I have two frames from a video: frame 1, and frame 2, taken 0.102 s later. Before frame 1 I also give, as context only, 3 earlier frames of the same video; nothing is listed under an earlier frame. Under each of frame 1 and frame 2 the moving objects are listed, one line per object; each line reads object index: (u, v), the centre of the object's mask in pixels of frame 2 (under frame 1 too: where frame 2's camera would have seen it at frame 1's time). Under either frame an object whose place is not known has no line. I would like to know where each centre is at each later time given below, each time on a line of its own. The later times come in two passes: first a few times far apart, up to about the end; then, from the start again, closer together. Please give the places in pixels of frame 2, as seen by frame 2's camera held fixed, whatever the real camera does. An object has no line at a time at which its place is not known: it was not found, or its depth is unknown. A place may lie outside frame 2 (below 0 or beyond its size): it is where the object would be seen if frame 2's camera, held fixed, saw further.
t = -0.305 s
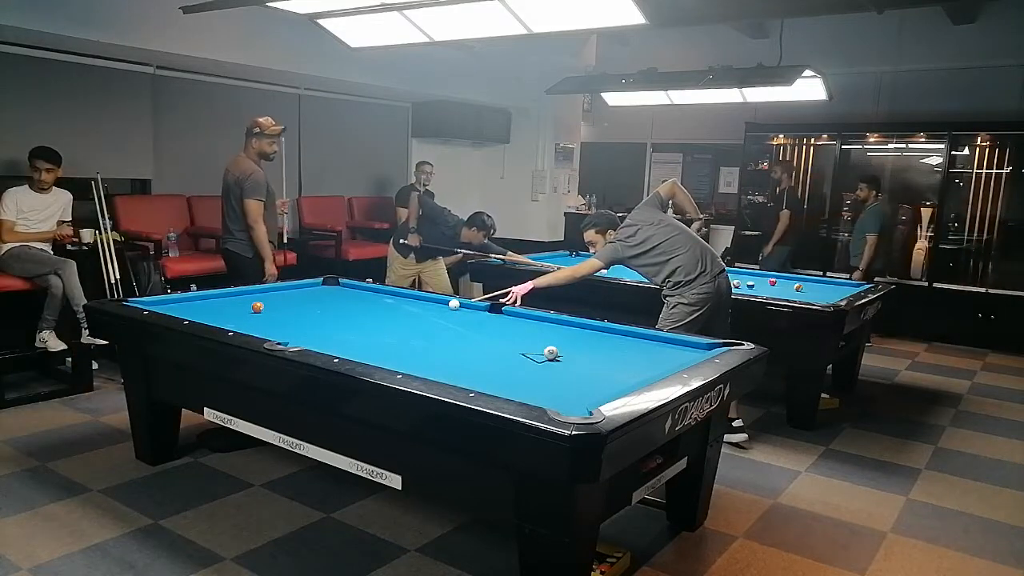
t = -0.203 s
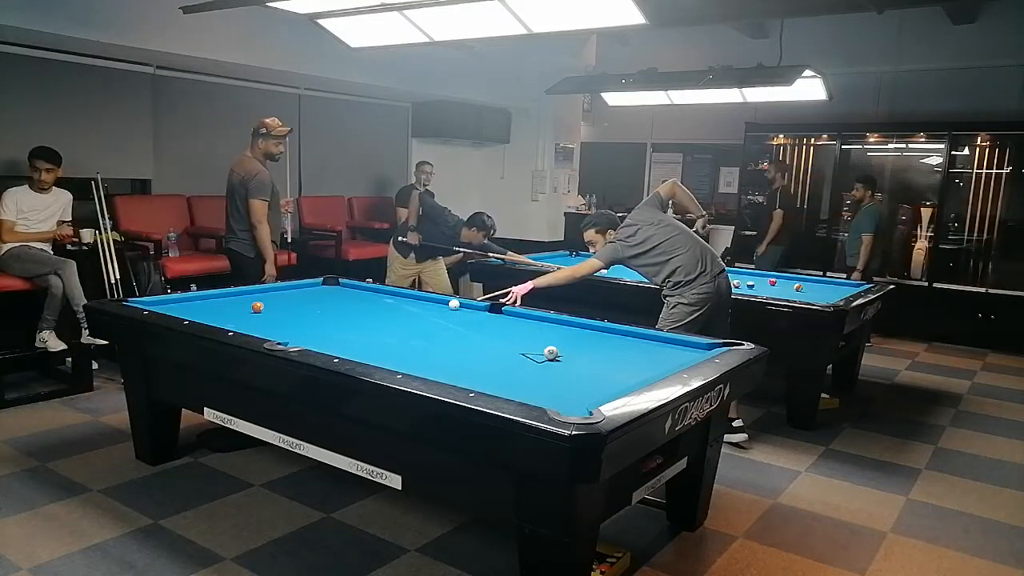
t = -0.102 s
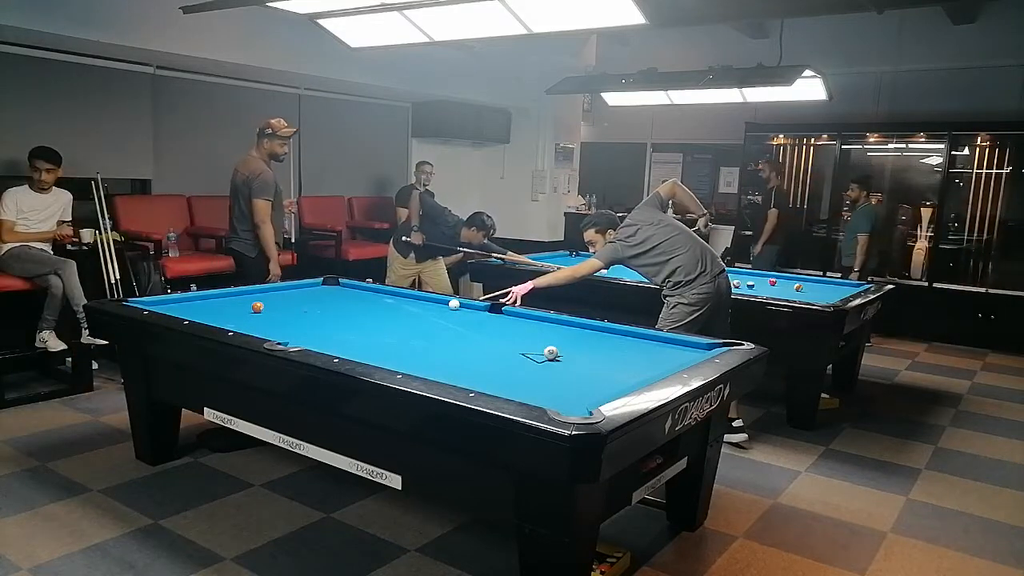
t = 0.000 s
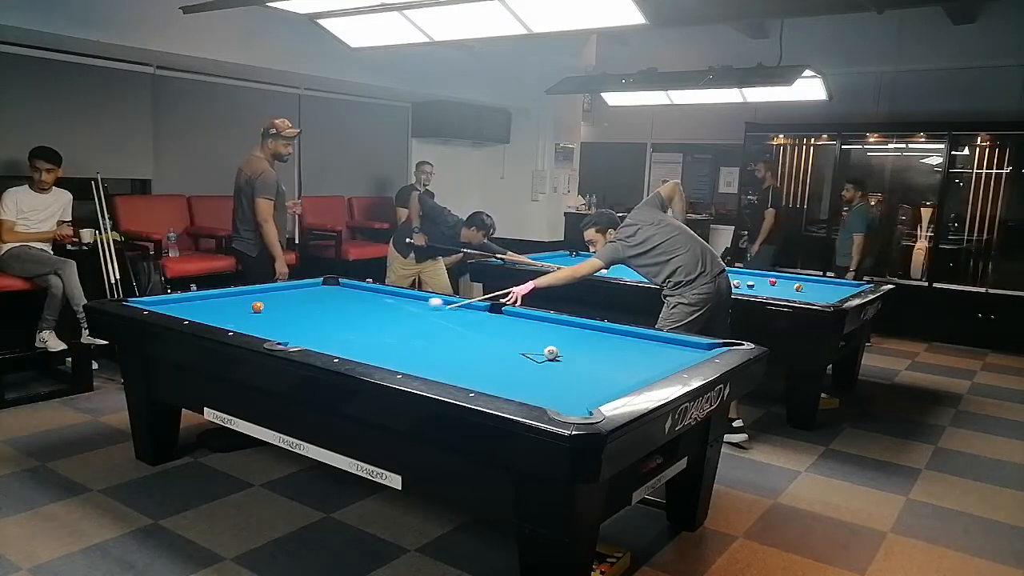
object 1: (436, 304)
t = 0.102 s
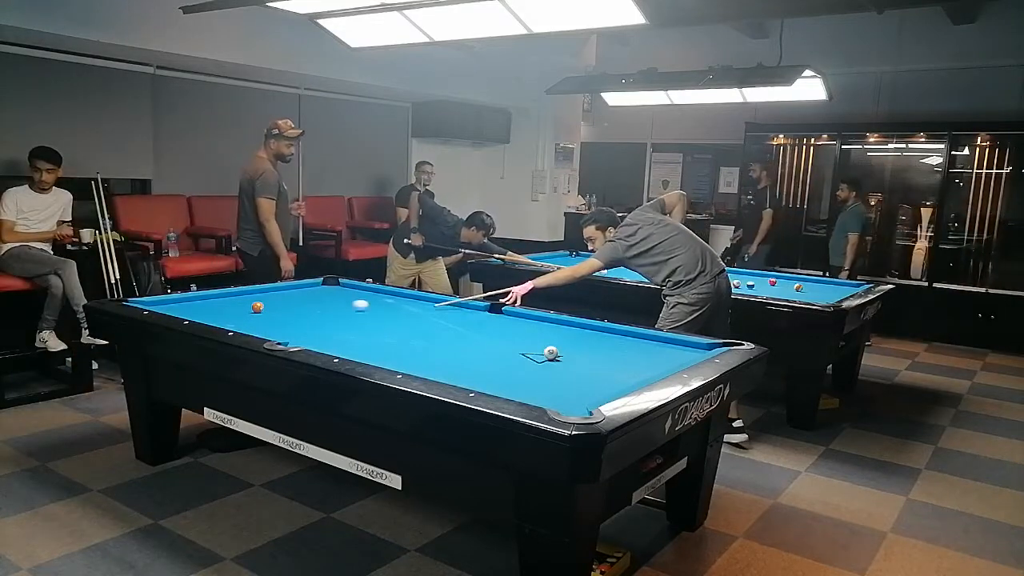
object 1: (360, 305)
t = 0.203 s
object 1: (285, 306)
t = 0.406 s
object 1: (269, 307)
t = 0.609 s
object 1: (269, 307)
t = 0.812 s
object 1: (270, 308)
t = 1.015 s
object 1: (270, 308)
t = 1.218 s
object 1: (271, 308)
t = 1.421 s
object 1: (271, 308)
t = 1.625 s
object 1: (271, 308)
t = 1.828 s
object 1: (271, 308)
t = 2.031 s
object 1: (271, 308)
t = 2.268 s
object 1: (271, 308)
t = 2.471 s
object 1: (270, 308)
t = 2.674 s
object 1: (271, 308)
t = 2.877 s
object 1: (271, 308)
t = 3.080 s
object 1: (270, 308)
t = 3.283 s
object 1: (270, 308)
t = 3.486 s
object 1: (270, 308)
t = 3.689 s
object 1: (270, 308)
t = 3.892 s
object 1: (270, 308)
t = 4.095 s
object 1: (270, 308)
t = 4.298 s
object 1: (270, 308)
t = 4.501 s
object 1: (270, 308)
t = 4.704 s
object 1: (270, 308)
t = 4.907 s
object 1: (270, 308)
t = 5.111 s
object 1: (271, 308)
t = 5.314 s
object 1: (270, 308)
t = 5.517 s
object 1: (270, 308)
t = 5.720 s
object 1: (271, 308)
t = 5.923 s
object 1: (270, 308)
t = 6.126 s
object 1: (271, 308)
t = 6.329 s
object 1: (270, 308)
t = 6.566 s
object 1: (271, 308)
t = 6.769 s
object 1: (271, 308)
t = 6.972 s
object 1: (271, 308)
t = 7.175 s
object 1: (270, 308)
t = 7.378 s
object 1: (270, 308)
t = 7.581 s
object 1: (271, 308)
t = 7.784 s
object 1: (271, 308)
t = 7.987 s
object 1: (271, 308)
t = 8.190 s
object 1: (271, 308)
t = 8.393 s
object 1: (271, 308)
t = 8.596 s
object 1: (271, 308)
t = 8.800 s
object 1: (271, 308)
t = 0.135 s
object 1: (335, 305)
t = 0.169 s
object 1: (310, 306)
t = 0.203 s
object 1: (285, 306)
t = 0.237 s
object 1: (269, 307)
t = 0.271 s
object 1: (268, 307)
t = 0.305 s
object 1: (268, 307)
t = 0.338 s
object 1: (268, 307)
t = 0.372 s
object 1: (269, 307)
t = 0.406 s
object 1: (269, 307)
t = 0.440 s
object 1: (269, 307)
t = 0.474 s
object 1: (269, 307)
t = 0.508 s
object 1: (269, 307)
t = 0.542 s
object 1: (269, 307)
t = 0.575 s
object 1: (269, 307)
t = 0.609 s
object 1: (269, 307)
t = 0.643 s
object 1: (269, 308)
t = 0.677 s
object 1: (269, 308)
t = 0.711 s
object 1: (270, 308)
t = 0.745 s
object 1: (270, 308)
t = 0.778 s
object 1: (270, 308)
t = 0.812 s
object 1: (270, 308)
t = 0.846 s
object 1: (270, 308)
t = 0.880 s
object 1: (270, 308)
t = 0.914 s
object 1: (270, 308)
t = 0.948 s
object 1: (270, 308)
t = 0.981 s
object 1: (270, 308)
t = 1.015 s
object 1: (270, 308)
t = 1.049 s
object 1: (270, 308)
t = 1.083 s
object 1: (271, 308)
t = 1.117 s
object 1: (270, 308)
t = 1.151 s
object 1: (271, 308)
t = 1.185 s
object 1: (271, 308)
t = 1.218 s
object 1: (271, 308)
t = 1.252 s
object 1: (271, 308)
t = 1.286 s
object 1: (271, 308)
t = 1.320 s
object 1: (271, 308)
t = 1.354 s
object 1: (270, 308)
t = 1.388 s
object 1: (271, 308)
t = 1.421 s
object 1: (271, 308)
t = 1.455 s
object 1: (271, 308)
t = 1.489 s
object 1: (271, 308)
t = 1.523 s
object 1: (271, 308)
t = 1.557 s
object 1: (271, 308)
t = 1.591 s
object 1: (271, 308)
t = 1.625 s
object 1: (271, 308)
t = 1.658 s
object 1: (271, 308)
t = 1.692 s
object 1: (271, 308)
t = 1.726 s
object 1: (271, 308)
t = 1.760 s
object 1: (271, 308)
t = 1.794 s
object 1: (271, 308)
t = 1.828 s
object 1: (271, 308)
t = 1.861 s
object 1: (271, 308)
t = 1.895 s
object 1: (271, 308)
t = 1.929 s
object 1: (271, 308)
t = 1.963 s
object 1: (271, 308)
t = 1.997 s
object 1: (271, 308)
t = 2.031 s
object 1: (271, 308)
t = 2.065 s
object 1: (271, 308)
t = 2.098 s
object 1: (271, 308)
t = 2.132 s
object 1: (271, 308)
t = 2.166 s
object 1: (271, 308)
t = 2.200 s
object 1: (270, 308)
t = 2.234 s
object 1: (271, 308)
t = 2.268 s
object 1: (271, 308)
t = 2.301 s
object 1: (270, 308)
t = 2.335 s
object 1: (271, 308)
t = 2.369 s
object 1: (271, 308)
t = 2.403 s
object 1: (271, 308)
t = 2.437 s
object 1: (271, 308)
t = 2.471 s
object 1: (270, 308)
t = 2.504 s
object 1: (271, 308)
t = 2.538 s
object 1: (271, 308)
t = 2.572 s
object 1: (271, 308)
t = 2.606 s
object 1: (271, 308)
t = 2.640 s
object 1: (271, 308)
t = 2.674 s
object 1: (271, 308)
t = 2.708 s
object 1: (270, 308)
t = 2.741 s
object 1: (271, 308)
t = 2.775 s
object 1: (271, 308)
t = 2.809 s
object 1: (271, 308)
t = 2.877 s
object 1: (271, 308)
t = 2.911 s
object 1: (271, 308)
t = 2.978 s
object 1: (270, 308)
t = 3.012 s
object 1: (271, 308)
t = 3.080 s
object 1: (270, 308)
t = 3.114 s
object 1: (270, 308)
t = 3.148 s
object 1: (270, 308)
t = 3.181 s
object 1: (270, 308)
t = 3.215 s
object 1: (270, 308)
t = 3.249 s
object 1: (270, 308)
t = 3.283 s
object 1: (270, 308)
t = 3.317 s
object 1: (270, 308)
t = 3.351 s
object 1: (270, 308)
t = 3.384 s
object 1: (270, 308)
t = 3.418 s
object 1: (270, 308)
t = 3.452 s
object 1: (270, 308)
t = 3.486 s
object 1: (270, 308)
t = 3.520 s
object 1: (270, 308)
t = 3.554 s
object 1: (270, 308)
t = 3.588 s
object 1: (270, 308)
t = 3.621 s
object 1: (270, 308)
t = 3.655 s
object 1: (270, 308)
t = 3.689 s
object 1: (270, 308)
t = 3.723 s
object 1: (270, 308)
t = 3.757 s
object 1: (270, 308)
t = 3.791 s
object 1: (270, 308)
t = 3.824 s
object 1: (271, 308)
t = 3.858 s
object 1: (270, 308)
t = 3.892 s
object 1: (270, 308)
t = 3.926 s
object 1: (270, 308)
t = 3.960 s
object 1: (271, 308)
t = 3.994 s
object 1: (270, 308)
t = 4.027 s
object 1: (270, 308)
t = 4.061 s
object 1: (270, 308)
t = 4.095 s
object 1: (270, 308)
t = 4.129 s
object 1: (270, 308)
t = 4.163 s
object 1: (270, 308)
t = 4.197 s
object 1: (271, 308)
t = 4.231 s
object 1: (270, 308)
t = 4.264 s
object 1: (270, 308)
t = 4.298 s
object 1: (270, 308)
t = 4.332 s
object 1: (271, 308)
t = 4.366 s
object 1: (270, 308)
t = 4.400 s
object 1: (270, 308)
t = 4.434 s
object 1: (271, 308)
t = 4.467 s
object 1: (270, 308)
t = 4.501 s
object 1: (270, 308)
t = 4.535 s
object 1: (270, 308)
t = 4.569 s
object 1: (270, 308)
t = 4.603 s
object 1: (270, 308)
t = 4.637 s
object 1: (270, 308)
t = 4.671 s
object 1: (270, 308)
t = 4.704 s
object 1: (270, 308)
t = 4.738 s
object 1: (270, 308)
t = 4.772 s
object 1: (271, 308)
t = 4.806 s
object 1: (270, 308)
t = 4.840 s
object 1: (270, 308)
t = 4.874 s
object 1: (270, 308)
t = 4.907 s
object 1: (270, 308)
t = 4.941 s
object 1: (270, 308)
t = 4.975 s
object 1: (271, 308)
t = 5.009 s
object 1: (270, 308)
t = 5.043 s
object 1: (270, 308)
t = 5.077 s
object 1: (270, 308)
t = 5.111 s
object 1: (271, 308)
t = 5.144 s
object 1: (270, 308)
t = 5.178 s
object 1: (270, 308)
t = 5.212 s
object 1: (271, 308)
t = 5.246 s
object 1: (271, 308)
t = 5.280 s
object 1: (270, 308)
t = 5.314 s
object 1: (270, 308)
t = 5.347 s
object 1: (271, 308)
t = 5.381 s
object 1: (271, 308)
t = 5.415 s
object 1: (270, 308)
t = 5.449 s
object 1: (270, 308)
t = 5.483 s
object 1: (271, 308)
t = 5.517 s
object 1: (270, 308)
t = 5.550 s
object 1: (271, 308)
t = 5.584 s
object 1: (270, 308)
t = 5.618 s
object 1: (271, 308)
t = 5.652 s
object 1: (270, 308)
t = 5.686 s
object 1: (270, 308)
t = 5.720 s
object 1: (271, 308)
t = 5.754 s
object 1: (270, 308)
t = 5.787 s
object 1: (271, 308)
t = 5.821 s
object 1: (270, 308)
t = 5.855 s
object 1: (270, 308)
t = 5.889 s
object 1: (270, 308)
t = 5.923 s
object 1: (270, 308)
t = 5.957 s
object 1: (271, 308)
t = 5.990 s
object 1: (271, 308)
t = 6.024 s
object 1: (271, 308)
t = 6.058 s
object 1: (271, 308)
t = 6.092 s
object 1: (271, 308)
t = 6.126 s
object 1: (271, 308)
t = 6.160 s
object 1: (270, 308)
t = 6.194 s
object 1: (270, 308)
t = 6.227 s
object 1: (270, 308)
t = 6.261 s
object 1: (270, 308)
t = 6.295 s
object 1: (271, 308)
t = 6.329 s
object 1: (270, 308)
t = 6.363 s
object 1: (270, 308)
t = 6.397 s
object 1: (271, 308)
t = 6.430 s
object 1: (270, 308)
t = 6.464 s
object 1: (270, 308)
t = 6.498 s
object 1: (271, 308)
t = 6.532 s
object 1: (271, 308)
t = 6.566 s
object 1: (271, 308)
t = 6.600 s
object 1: (270, 308)
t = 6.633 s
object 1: (271, 308)
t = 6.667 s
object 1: (271, 308)
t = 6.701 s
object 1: (270, 308)
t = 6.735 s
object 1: (271, 308)
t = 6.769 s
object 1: (271, 308)
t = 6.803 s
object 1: (270, 308)
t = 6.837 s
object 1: (271, 308)
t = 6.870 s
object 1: (271, 308)
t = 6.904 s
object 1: (271, 308)
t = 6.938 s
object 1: (271, 308)
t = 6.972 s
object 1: (271, 308)
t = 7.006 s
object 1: (271, 308)
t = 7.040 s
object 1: (271, 308)
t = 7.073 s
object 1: (271, 308)
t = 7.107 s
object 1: (270, 308)
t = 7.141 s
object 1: (270, 308)
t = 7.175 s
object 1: (270, 308)
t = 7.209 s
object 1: (270, 308)
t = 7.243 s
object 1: (271, 308)
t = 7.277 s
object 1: (270, 308)
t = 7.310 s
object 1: (271, 308)
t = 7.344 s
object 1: (270, 308)
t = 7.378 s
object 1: (270, 308)
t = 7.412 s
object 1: (271, 308)
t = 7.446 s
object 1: (271, 308)
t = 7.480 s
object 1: (271, 308)
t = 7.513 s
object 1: (270, 308)
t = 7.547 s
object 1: (270, 308)
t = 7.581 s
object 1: (271, 308)
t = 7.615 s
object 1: (271, 308)
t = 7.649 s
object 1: (271, 308)
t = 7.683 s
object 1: (270, 308)
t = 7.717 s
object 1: (271, 308)
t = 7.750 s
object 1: (271, 308)
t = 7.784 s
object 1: (271, 308)
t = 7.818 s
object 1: (270, 308)
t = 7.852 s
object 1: (271, 308)
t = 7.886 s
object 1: (271, 308)
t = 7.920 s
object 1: (271, 308)
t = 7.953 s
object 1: (271, 308)
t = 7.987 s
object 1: (271, 308)
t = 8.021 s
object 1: (271, 308)
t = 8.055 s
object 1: (271, 308)
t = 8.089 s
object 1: (271, 308)
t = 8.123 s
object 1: (271, 308)
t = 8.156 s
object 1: (271, 308)
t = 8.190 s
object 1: (271, 308)
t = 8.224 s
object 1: (271, 308)
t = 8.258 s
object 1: (271, 308)
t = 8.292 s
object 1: (271, 308)
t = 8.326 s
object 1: (270, 308)
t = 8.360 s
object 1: (271, 308)
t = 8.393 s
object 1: (271, 308)
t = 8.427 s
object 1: (271, 308)
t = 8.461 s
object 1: (271, 308)
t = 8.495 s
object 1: (271, 308)
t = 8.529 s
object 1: (270, 308)
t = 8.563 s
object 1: (271, 308)
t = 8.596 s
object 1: (271, 308)
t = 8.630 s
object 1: (271, 308)
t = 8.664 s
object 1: (271, 308)
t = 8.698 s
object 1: (271, 308)
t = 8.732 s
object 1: (271, 308)
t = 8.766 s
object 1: (271, 308)
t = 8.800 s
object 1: (271, 308)
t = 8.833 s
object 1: (271, 308)
